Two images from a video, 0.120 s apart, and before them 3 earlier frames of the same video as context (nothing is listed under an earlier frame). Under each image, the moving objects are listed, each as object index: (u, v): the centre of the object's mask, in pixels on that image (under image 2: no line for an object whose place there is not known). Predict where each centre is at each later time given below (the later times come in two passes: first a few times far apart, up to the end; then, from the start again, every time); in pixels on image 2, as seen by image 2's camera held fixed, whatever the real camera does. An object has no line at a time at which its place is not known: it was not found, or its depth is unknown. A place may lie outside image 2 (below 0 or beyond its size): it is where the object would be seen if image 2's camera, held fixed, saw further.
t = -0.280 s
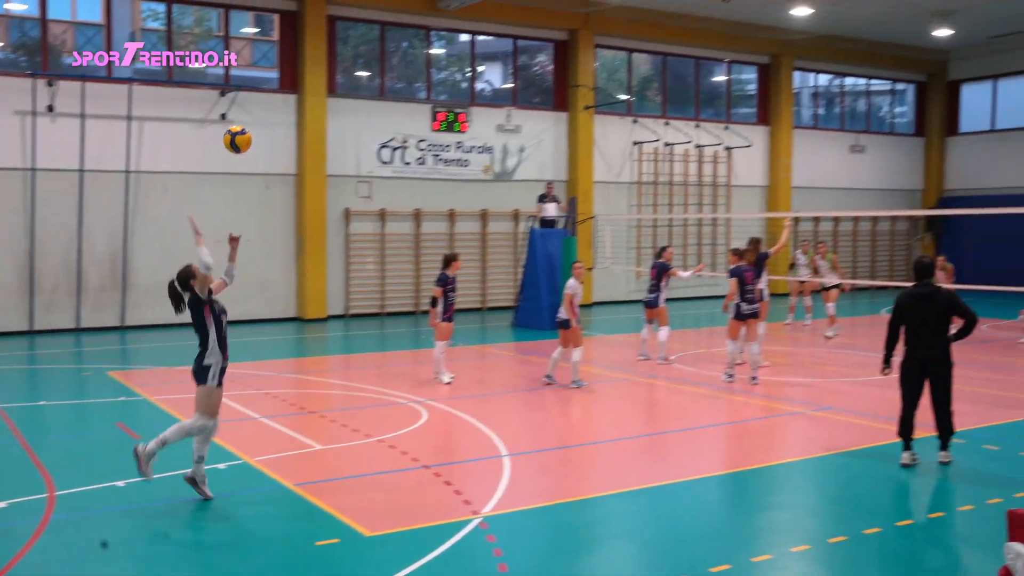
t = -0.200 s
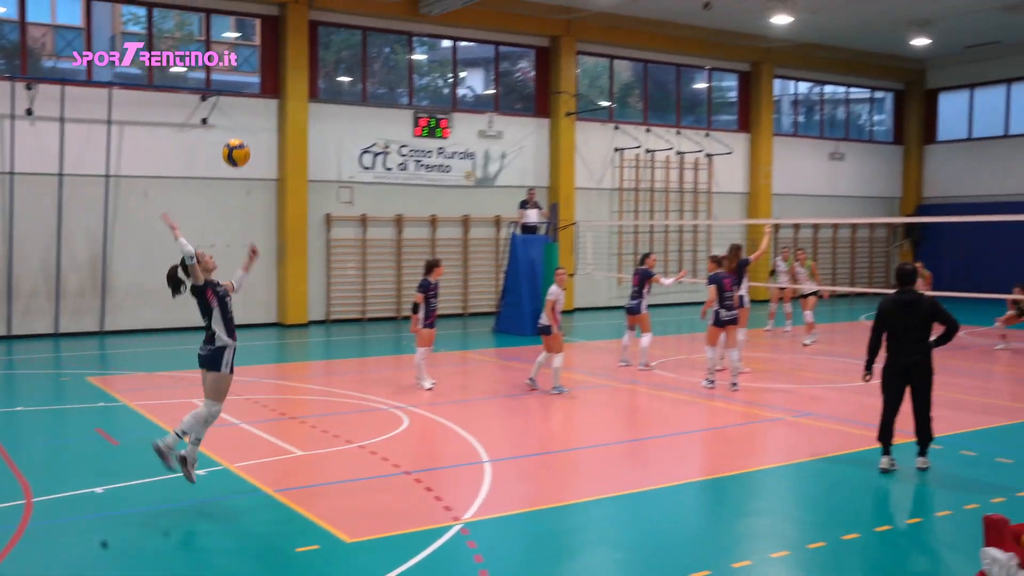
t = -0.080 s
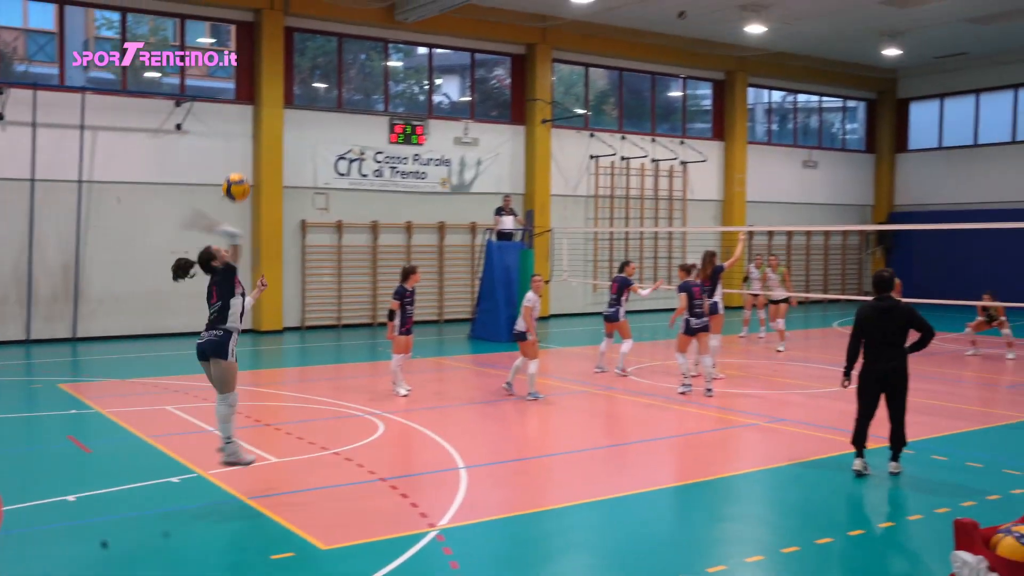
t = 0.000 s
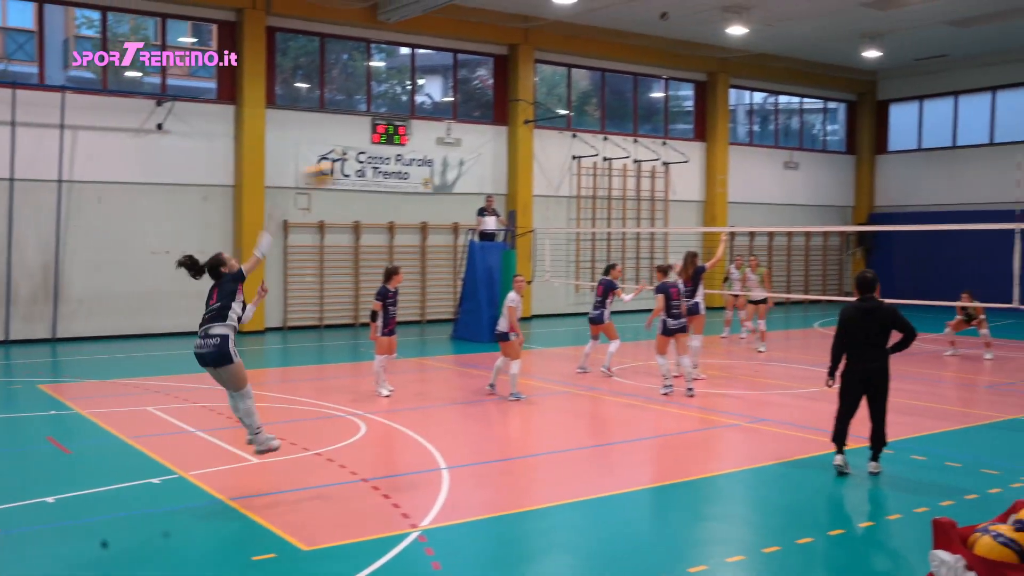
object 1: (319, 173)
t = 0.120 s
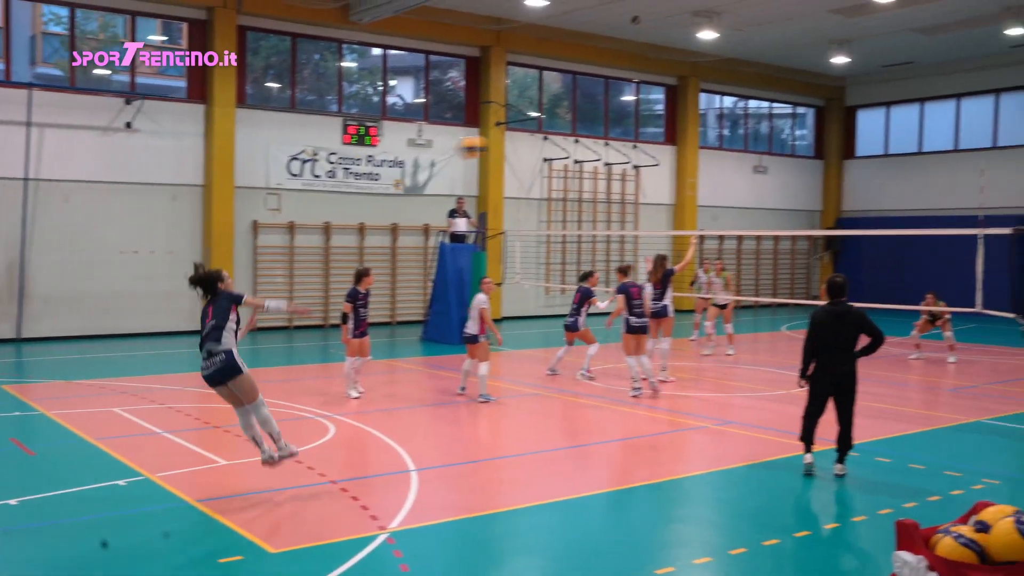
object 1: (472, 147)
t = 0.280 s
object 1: (640, 140)
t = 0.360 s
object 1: (701, 145)
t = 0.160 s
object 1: (520, 142)
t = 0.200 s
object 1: (565, 139)
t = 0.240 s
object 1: (605, 138)
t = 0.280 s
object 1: (640, 140)
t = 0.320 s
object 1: (671, 142)
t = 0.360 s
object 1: (701, 145)
